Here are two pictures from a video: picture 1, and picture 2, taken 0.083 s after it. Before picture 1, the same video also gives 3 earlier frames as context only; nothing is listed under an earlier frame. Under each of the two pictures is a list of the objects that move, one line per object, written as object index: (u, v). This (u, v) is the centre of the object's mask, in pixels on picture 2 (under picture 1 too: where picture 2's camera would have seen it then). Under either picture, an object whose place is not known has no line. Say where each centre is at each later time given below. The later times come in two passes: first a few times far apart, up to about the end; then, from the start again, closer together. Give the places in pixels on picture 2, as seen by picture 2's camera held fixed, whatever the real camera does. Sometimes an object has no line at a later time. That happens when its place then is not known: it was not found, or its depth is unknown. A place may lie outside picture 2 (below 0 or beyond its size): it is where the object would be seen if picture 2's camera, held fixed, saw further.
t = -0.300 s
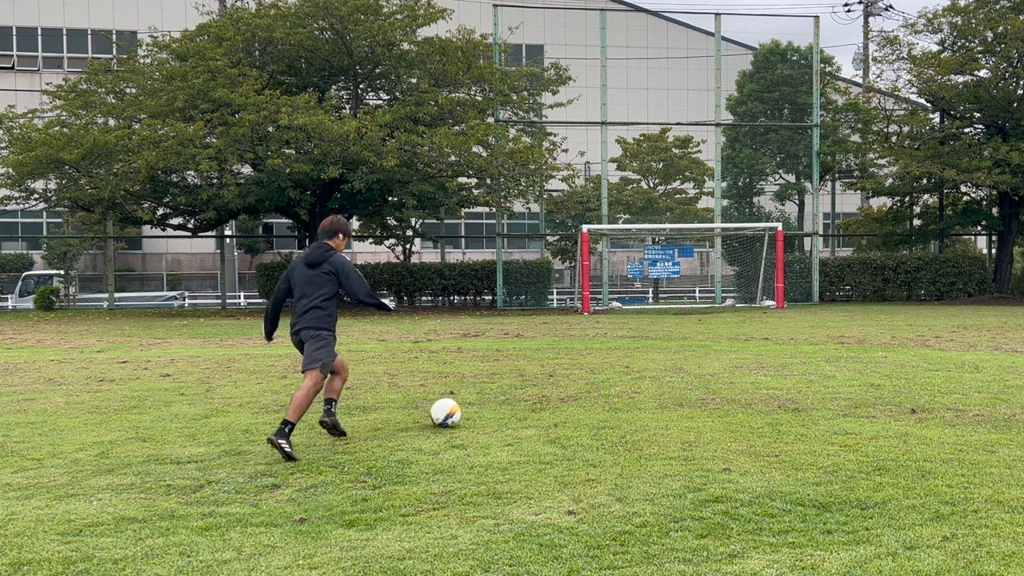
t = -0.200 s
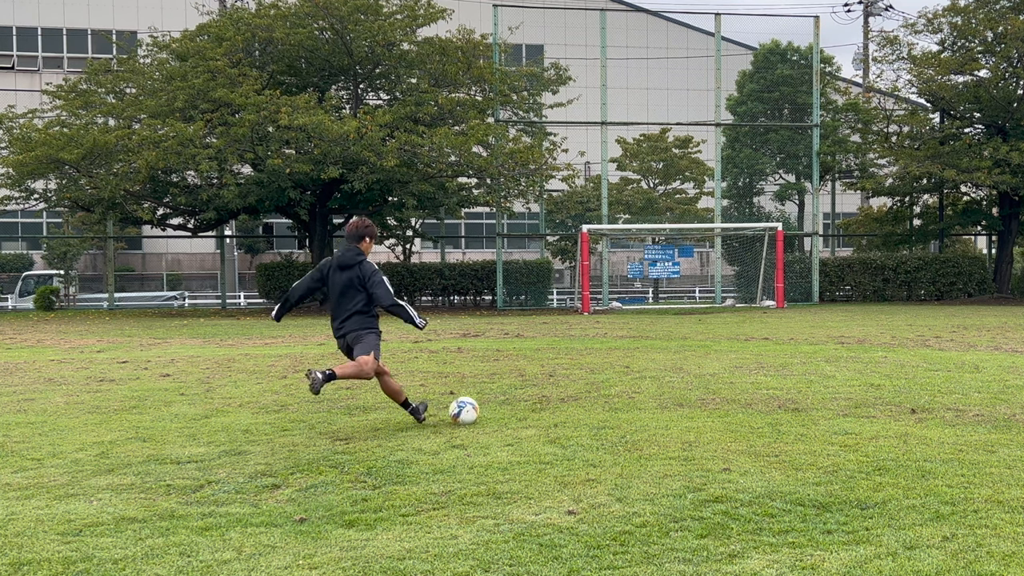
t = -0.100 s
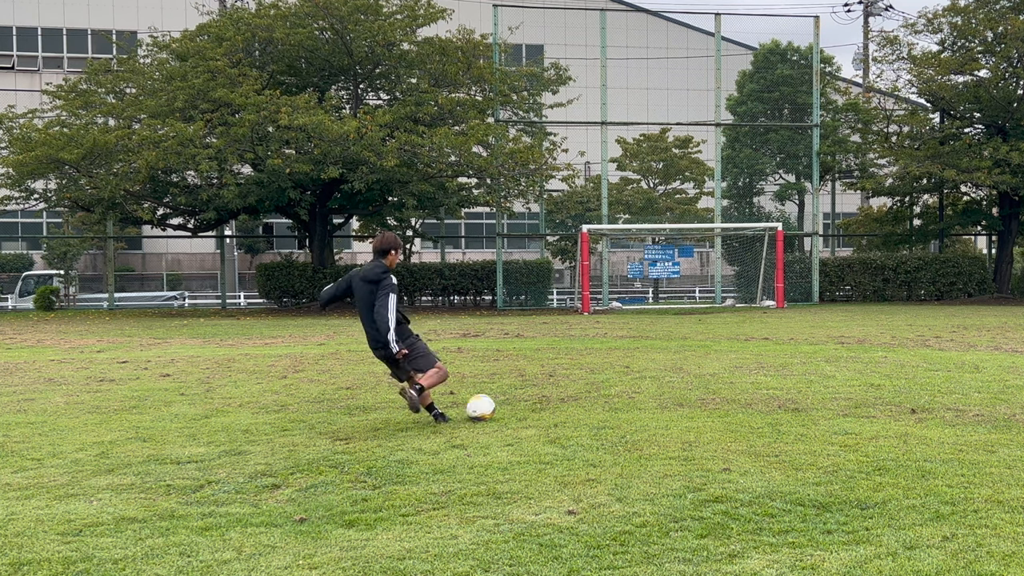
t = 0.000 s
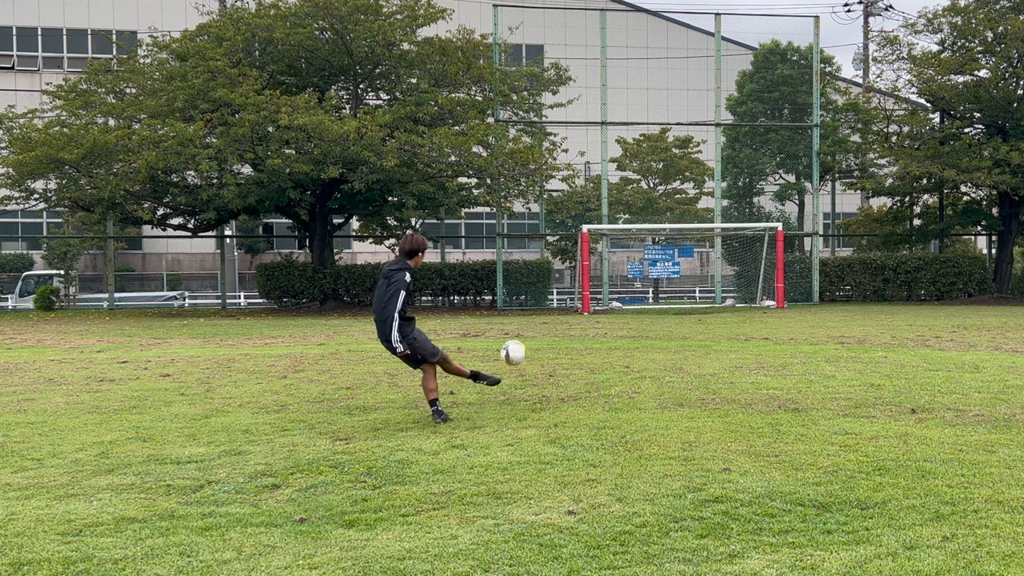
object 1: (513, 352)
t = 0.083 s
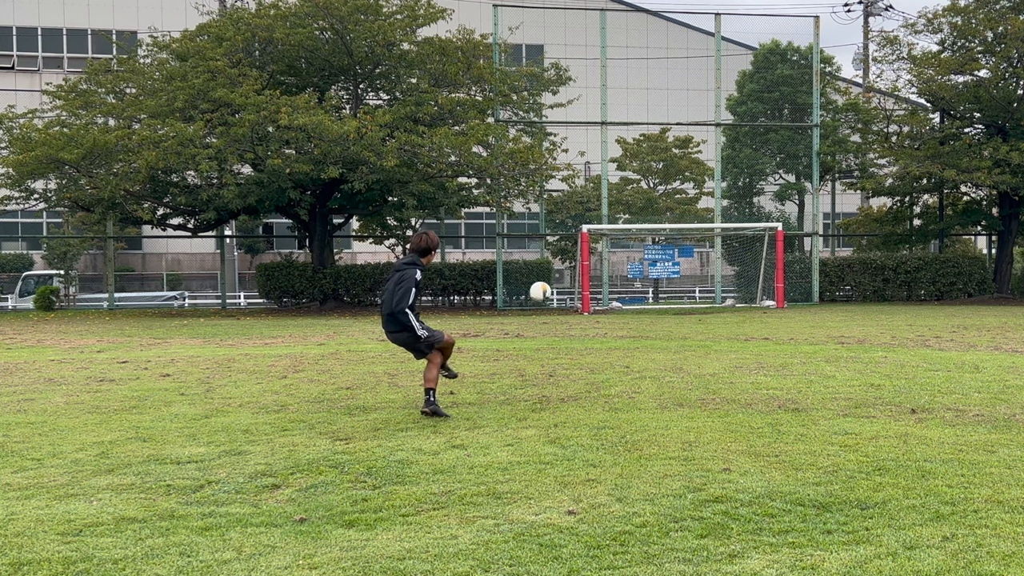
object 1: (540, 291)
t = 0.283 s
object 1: (572, 235)
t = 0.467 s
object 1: (585, 234)
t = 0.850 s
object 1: (588, 296)
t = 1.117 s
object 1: (630, 304)
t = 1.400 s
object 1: (696, 310)
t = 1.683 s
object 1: (757, 314)
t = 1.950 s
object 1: (810, 318)
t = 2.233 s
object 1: (866, 319)
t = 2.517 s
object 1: (922, 322)
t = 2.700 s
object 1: (959, 323)
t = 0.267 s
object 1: (571, 237)
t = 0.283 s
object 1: (572, 235)
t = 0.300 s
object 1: (573, 234)
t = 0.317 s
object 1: (575, 232)
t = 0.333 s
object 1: (576, 232)
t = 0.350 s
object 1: (577, 231)
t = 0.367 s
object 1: (577, 231)
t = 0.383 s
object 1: (578, 231)
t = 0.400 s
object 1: (579, 232)
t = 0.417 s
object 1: (581, 232)
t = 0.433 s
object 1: (583, 233)
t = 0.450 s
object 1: (584, 233)
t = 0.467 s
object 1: (585, 234)
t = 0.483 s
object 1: (585, 236)
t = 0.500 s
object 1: (585, 238)
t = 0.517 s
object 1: (586, 239)
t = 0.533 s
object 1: (586, 242)
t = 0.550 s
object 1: (586, 243)
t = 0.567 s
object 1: (587, 246)
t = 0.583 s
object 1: (587, 247)
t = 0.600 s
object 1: (587, 249)
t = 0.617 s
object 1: (588, 251)
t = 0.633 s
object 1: (588, 254)
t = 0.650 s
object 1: (588, 257)
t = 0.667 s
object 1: (588, 260)
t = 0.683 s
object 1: (589, 263)
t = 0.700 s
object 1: (588, 266)
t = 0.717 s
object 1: (589, 269)
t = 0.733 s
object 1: (589, 272)
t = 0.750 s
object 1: (589, 275)
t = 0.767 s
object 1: (589, 279)
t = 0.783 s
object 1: (588, 282)
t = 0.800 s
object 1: (589, 285)
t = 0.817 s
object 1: (588, 289)
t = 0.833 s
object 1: (588, 292)
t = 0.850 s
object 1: (588, 296)
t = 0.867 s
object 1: (588, 299)
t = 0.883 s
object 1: (588, 302)
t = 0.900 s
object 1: (587, 307)
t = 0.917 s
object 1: (587, 310)
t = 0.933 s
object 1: (590, 309)
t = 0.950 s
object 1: (594, 308)
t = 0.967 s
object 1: (597, 309)
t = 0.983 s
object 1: (600, 307)
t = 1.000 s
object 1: (604, 305)
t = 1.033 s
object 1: (615, 305)
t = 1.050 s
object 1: (616, 305)
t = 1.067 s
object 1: (618, 305)
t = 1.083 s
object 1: (620, 305)
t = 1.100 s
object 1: (627, 304)
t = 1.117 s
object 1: (630, 304)
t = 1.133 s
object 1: (634, 304)
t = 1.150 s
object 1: (638, 305)
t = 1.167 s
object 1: (642, 305)
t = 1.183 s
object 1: (645, 306)
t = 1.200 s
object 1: (649, 306)
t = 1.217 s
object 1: (654, 307)
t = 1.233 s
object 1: (658, 308)
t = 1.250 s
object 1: (662, 310)
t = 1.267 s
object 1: (666, 311)
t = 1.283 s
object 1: (670, 312)
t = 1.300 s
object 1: (674, 312)
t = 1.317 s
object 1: (678, 311)
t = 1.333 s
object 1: (681, 311)
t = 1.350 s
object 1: (685, 311)
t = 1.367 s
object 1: (688, 311)
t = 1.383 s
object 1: (691, 311)
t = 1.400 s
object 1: (696, 310)
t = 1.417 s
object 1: (700, 310)
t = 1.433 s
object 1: (704, 311)
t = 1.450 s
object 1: (707, 311)
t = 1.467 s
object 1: (712, 312)
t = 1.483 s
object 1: (715, 312)
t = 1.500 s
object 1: (719, 313)
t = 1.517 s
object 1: (723, 314)
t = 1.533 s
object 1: (727, 315)
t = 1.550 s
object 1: (730, 315)
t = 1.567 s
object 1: (734, 315)
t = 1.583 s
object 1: (737, 315)
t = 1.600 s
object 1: (740, 314)
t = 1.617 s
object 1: (744, 314)
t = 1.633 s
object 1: (747, 314)
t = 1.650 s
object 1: (750, 314)
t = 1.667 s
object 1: (753, 314)
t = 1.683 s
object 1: (757, 314)
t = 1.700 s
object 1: (760, 315)
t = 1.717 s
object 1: (763, 315)
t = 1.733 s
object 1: (767, 315)
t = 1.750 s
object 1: (770, 316)
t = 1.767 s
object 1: (773, 317)
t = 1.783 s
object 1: (777, 317)
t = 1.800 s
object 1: (781, 317)
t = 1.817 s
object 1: (784, 317)
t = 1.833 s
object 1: (786, 317)
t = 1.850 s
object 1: (790, 317)
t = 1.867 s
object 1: (793, 317)
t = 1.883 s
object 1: (796, 316)
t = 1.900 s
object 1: (799, 316)
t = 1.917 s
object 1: (803, 317)
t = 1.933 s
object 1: (807, 317)
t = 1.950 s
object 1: (810, 318)
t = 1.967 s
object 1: (813, 318)
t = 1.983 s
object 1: (816, 319)
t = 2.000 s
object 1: (819, 318)
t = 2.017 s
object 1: (822, 318)
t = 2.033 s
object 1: (826, 318)
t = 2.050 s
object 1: (830, 318)
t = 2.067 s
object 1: (833, 318)
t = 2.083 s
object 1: (836, 319)
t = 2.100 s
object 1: (839, 319)
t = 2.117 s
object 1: (843, 319)
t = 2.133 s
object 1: (846, 319)
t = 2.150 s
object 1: (850, 319)
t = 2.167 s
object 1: (853, 319)
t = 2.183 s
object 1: (856, 319)
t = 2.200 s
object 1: (860, 319)
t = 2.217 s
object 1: (863, 319)
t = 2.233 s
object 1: (866, 319)
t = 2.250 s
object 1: (869, 319)
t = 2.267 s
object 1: (873, 319)
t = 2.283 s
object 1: (876, 319)
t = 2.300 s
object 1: (879, 320)
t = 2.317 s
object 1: (883, 320)
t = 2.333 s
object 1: (886, 320)
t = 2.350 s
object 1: (889, 321)
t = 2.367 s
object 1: (893, 321)
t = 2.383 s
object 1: (896, 321)
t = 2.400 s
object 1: (900, 321)
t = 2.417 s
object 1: (903, 321)
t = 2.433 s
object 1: (906, 321)
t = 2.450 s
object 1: (909, 321)
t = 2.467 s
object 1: (913, 321)
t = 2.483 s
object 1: (916, 322)
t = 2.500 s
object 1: (920, 322)
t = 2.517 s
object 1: (922, 322)
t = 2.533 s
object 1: (926, 322)
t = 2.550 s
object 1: (930, 322)
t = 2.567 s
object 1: (933, 323)
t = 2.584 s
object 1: (936, 322)
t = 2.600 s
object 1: (939, 322)
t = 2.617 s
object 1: (943, 322)
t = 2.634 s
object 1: (947, 323)
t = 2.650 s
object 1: (950, 323)
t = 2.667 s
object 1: (952, 323)
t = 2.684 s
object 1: (955, 323)
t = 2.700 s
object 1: (959, 323)
